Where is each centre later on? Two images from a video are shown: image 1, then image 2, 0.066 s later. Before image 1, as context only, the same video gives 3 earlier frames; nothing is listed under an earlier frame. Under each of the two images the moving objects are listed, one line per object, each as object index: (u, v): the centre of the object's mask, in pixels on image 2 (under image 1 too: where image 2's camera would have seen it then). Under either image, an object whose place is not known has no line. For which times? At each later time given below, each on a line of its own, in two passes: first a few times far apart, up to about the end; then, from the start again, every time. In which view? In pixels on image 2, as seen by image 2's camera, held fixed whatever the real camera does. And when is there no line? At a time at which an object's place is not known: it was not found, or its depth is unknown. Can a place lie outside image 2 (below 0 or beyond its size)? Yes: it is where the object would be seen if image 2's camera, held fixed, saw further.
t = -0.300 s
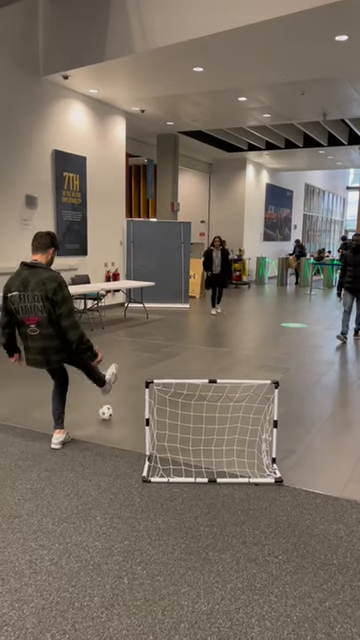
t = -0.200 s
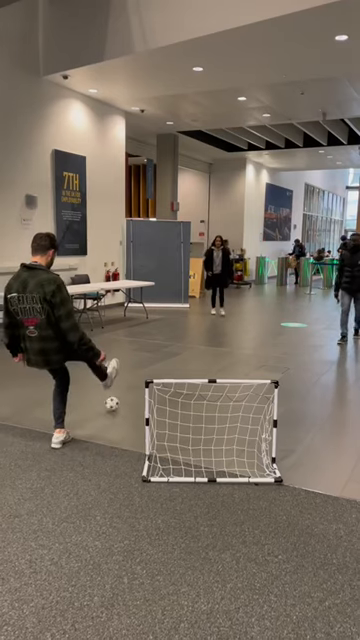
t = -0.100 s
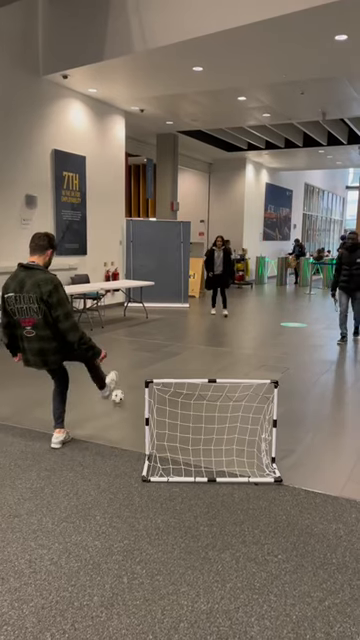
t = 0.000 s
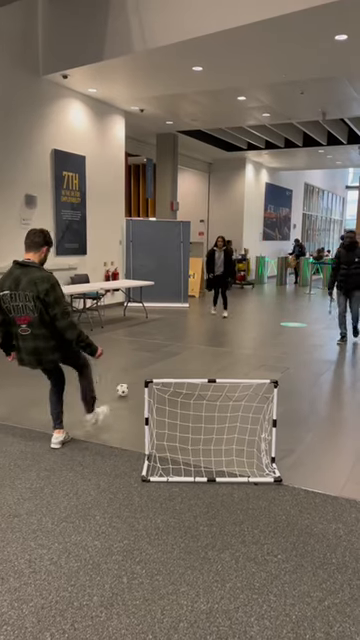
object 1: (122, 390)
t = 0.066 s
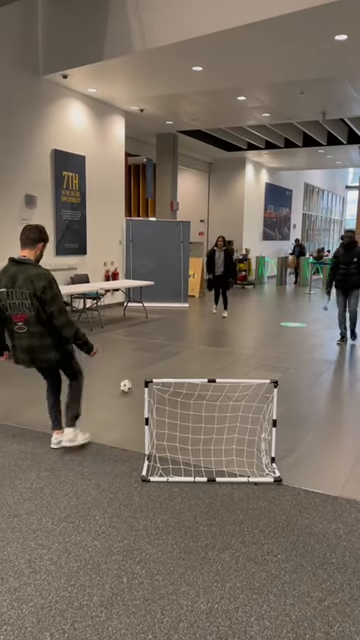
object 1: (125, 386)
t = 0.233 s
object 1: (133, 377)
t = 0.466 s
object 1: (142, 366)
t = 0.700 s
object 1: (150, 358)
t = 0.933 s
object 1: (158, 350)
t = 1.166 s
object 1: (165, 345)
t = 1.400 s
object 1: (172, 340)
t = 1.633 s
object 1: (179, 335)
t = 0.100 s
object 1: (127, 384)
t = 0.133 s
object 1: (128, 382)
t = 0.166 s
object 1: (130, 380)
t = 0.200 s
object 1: (131, 379)
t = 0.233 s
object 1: (133, 377)
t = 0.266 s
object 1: (134, 375)
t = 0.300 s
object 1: (135, 374)
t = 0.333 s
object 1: (137, 372)
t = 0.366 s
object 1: (138, 371)
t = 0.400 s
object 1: (139, 370)
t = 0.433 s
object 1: (141, 368)
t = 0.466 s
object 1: (142, 366)
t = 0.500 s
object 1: (143, 365)
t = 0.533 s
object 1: (144, 364)
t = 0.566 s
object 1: (145, 363)
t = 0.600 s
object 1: (147, 362)
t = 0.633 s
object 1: (148, 361)
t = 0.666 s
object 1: (149, 359)
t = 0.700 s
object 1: (150, 358)
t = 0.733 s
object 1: (151, 357)
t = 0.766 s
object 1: (152, 356)
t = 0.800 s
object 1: (153, 355)
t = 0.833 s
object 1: (154, 354)
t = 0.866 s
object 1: (155, 353)
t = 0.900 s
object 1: (156, 352)
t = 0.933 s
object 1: (158, 350)
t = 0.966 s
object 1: (159, 350)
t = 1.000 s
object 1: (160, 350)
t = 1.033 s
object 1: (160, 348)
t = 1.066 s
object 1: (162, 348)
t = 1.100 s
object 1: (163, 347)
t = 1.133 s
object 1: (164, 346)
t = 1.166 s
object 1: (165, 345)
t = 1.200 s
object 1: (166, 344)
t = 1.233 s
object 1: (168, 343)
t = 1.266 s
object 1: (168, 343)
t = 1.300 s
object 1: (169, 342)
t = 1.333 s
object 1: (170, 341)
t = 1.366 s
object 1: (171, 341)
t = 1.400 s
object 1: (172, 340)
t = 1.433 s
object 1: (174, 339)
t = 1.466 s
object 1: (175, 339)
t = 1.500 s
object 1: (175, 338)
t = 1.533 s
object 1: (176, 337)
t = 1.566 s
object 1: (178, 336)
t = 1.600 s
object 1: (178, 336)
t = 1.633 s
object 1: (179, 335)
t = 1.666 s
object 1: (181, 335)
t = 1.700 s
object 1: (182, 334)
